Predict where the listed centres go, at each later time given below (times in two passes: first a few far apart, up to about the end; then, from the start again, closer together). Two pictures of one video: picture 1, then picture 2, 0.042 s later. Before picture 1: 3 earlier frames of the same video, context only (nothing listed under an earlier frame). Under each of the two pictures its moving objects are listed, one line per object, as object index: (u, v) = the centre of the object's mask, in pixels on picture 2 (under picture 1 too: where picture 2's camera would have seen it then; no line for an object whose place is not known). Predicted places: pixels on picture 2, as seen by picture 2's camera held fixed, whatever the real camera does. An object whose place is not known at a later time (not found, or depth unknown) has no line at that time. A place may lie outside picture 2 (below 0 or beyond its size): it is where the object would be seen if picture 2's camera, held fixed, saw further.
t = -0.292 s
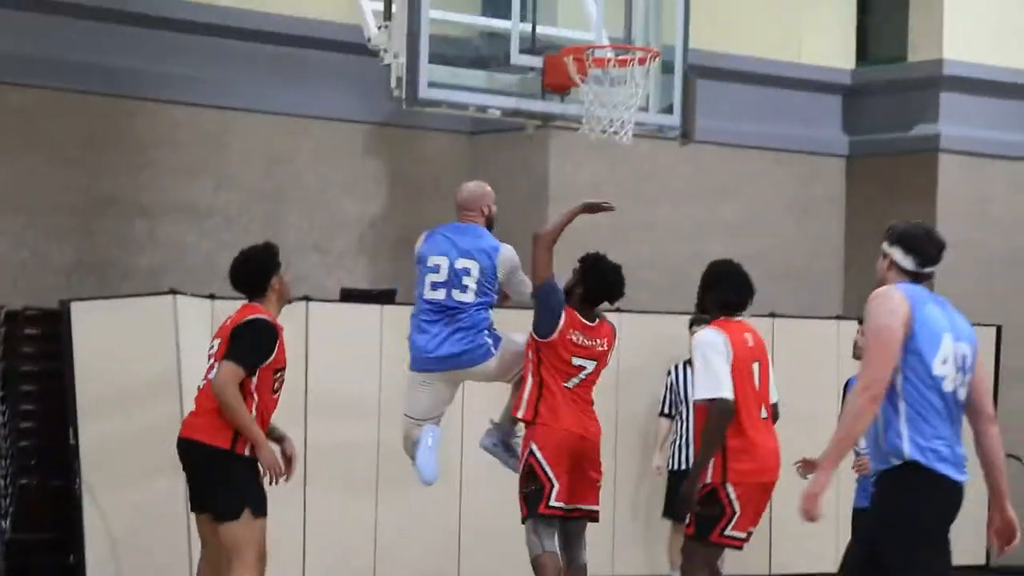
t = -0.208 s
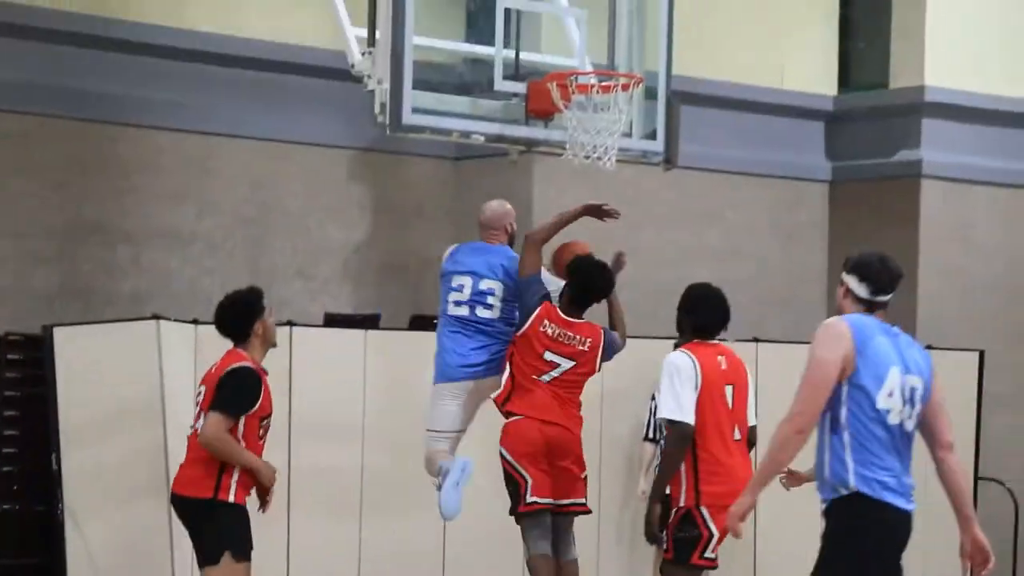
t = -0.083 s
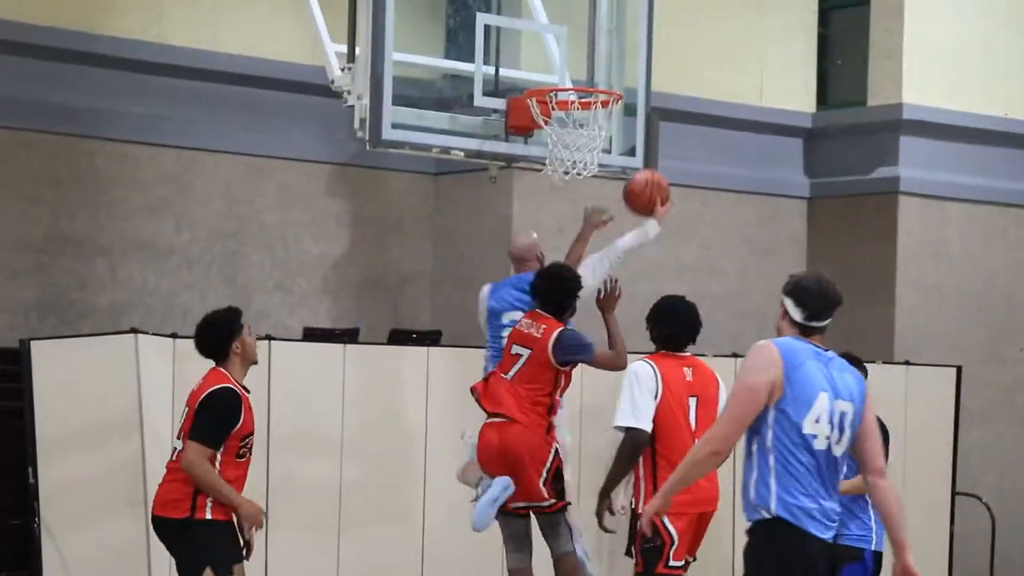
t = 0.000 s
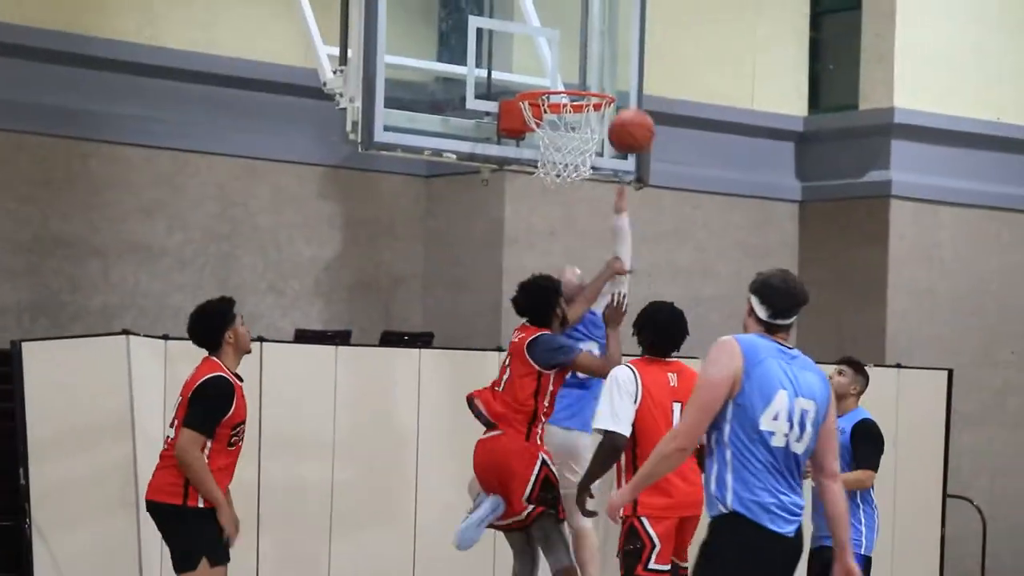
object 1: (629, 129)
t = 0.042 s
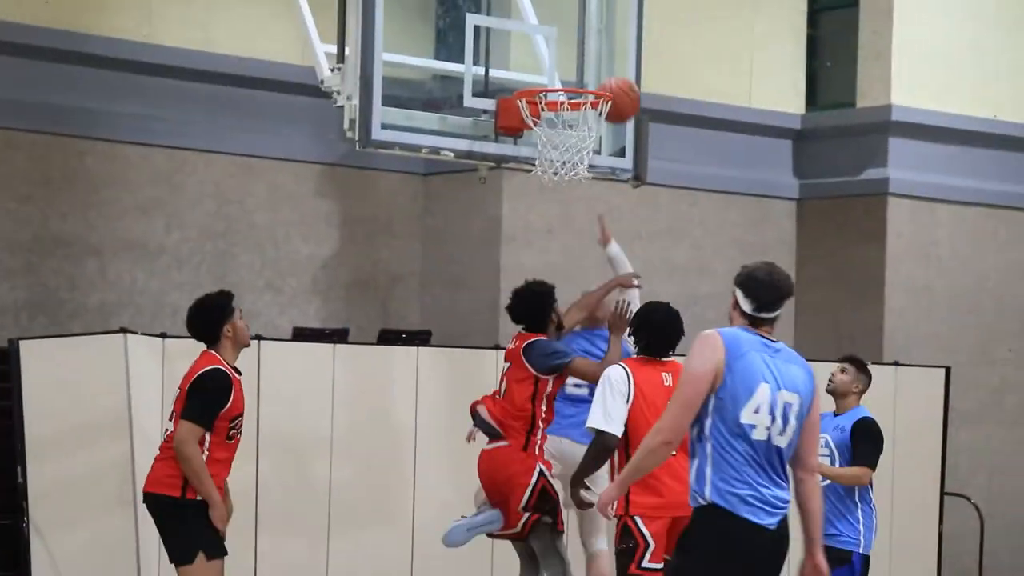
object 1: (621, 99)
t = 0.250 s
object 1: (561, 20)
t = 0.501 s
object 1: (542, 63)
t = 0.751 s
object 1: (550, 77)
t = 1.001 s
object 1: (575, 68)
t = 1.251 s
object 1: (579, 102)
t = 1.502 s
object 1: (540, 175)
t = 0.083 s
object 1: (606, 73)
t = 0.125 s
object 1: (594, 50)
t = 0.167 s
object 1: (582, 31)
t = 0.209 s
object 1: (571, 23)
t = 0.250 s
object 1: (561, 20)
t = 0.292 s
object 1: (558, 21)
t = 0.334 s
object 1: (555, 24)
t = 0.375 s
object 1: (553, 27)
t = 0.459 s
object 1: (546, 44)
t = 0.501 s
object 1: (542, 63)
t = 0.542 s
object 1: (546, 74)
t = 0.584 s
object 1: (569, 86)
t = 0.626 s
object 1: (587, 93)
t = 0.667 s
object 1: (573, 78)
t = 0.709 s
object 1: (558, 89)
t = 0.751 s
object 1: (550, 77)
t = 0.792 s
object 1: (548, 74)
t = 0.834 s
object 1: (547, 72)
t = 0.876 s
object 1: (548, 71)
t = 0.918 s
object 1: (558, 68)
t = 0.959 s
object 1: (566, 67)
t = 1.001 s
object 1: (575, 68)
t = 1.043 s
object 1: (584, 71)
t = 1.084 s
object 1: (587, 73)
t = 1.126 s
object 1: (586, 74)
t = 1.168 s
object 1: (586, 85)
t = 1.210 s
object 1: (585, 95)
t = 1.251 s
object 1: (579, 102)
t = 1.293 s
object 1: (568, 113)
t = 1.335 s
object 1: (563, 123)
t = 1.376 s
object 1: (554, 137)
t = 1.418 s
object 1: (546, 151)
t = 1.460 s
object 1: (541, 161)
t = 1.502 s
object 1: (540, 175)
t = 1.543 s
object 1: (536, 185)
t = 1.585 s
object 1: (533, 200)
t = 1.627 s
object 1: (531, 219)
